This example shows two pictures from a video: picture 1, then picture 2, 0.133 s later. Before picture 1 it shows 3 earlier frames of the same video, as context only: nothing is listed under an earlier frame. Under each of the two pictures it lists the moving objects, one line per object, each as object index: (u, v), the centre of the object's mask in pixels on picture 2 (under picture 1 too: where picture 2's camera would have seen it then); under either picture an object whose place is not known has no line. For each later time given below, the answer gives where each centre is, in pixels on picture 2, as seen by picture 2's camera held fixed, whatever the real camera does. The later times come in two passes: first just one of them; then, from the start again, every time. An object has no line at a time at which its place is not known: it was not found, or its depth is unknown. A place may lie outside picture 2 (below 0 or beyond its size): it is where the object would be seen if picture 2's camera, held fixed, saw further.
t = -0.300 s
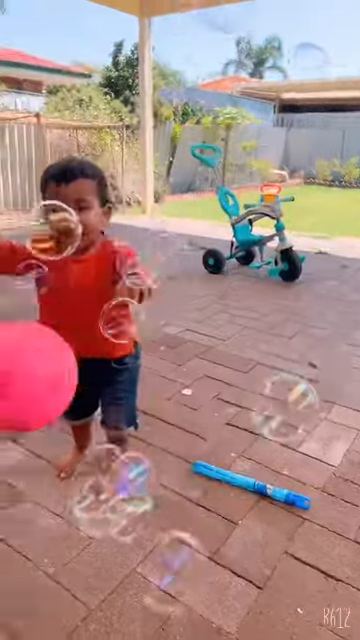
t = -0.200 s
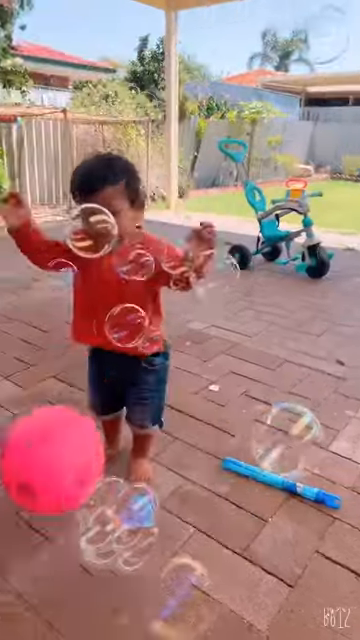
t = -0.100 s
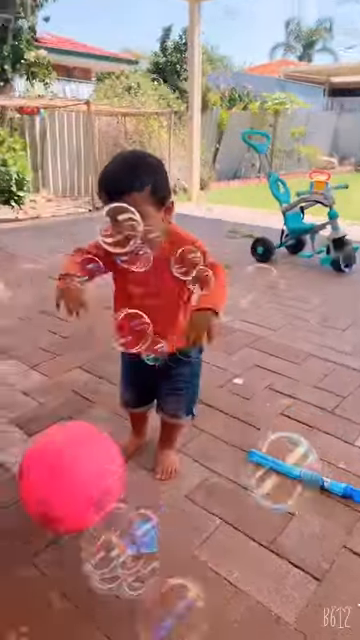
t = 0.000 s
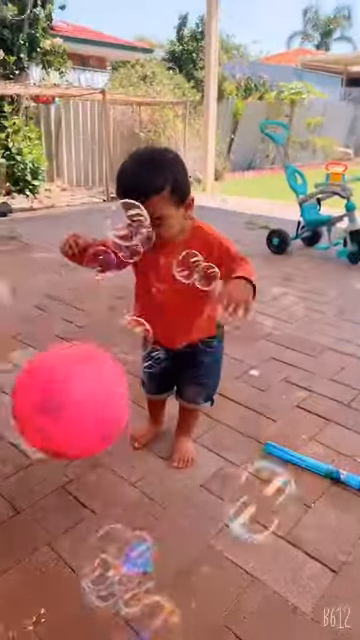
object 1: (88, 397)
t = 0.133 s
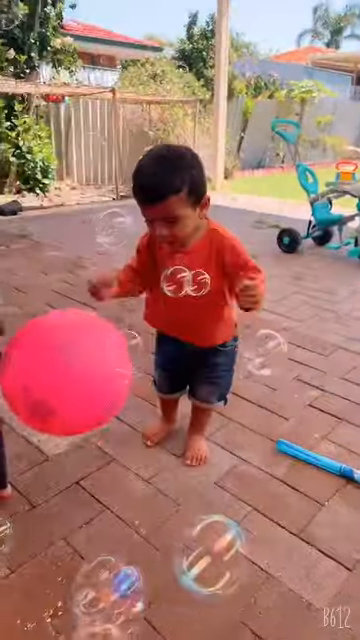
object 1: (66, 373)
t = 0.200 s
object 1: (58, 392)
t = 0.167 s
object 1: (62, 379)
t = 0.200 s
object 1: (58, 392)
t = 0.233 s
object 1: (54, 412)
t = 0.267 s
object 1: (53, 435)
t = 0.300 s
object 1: (52, 465)
